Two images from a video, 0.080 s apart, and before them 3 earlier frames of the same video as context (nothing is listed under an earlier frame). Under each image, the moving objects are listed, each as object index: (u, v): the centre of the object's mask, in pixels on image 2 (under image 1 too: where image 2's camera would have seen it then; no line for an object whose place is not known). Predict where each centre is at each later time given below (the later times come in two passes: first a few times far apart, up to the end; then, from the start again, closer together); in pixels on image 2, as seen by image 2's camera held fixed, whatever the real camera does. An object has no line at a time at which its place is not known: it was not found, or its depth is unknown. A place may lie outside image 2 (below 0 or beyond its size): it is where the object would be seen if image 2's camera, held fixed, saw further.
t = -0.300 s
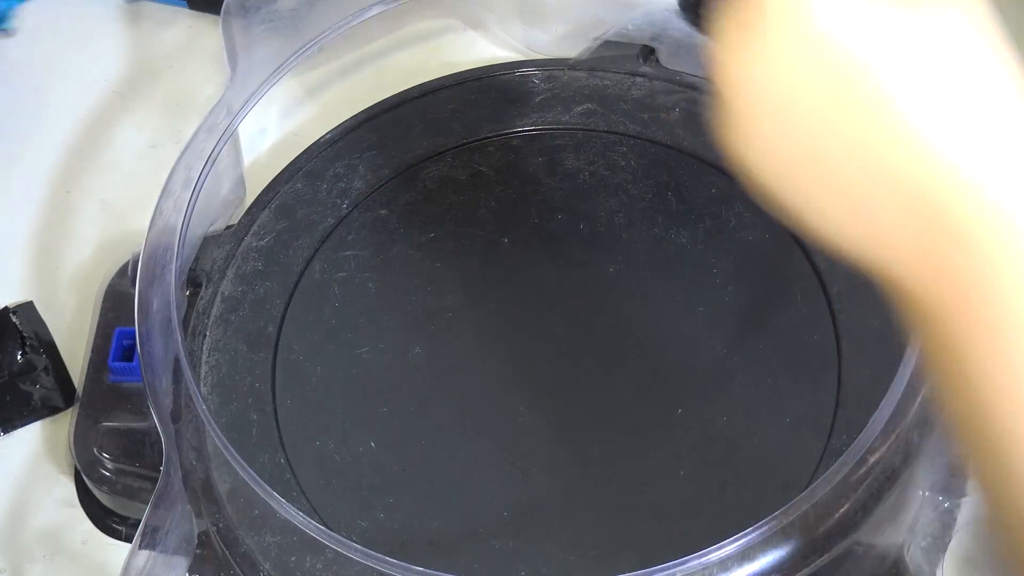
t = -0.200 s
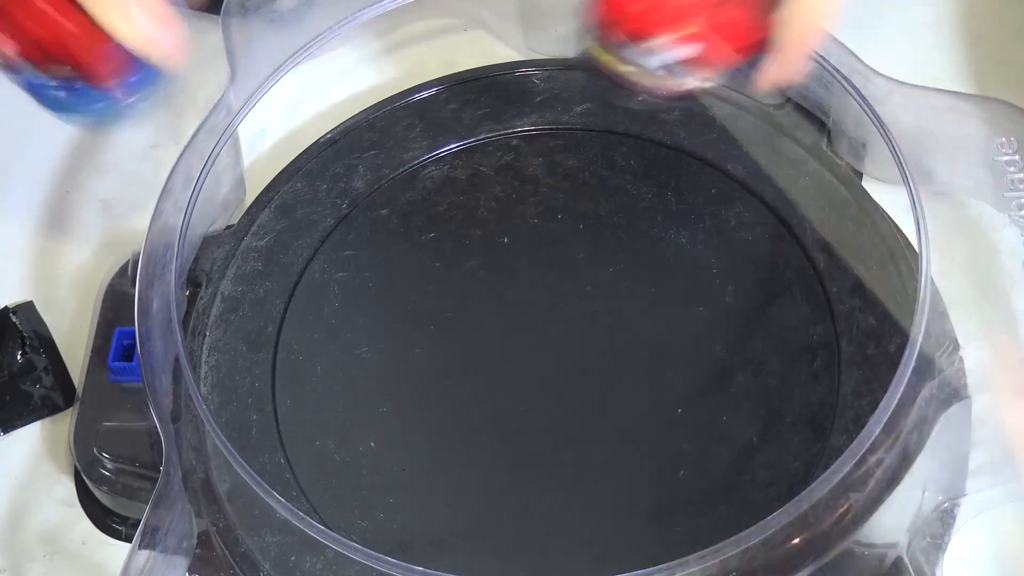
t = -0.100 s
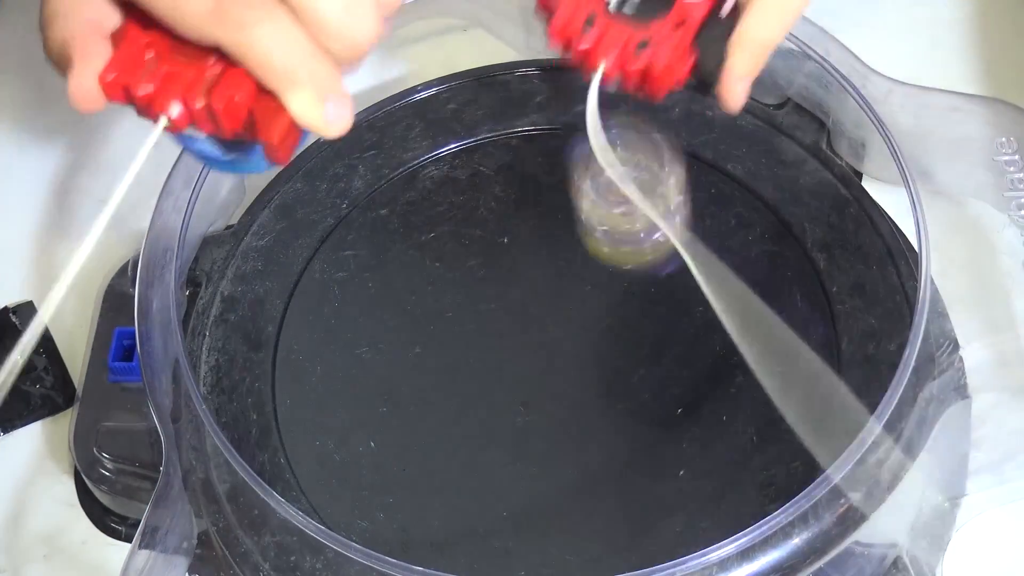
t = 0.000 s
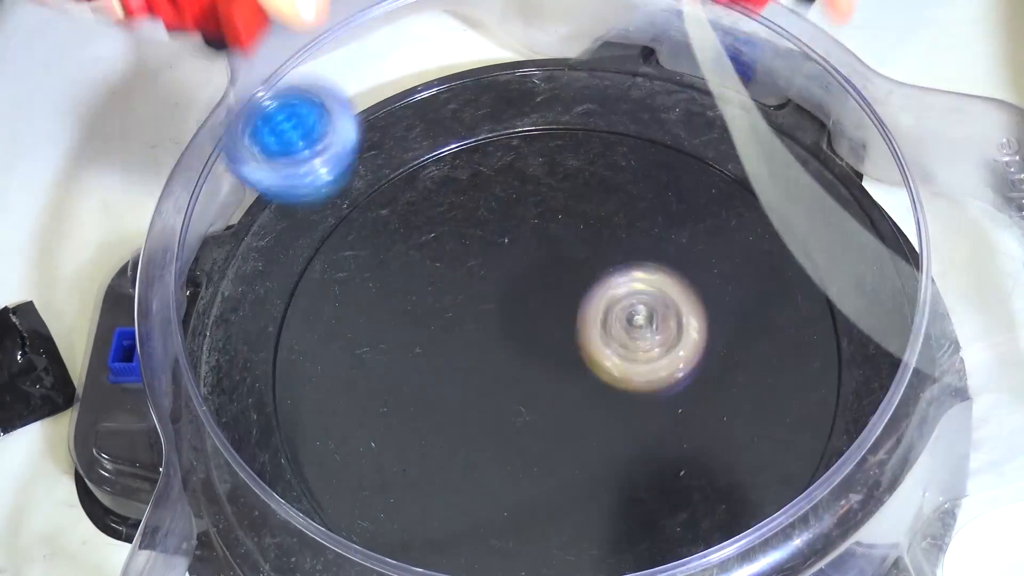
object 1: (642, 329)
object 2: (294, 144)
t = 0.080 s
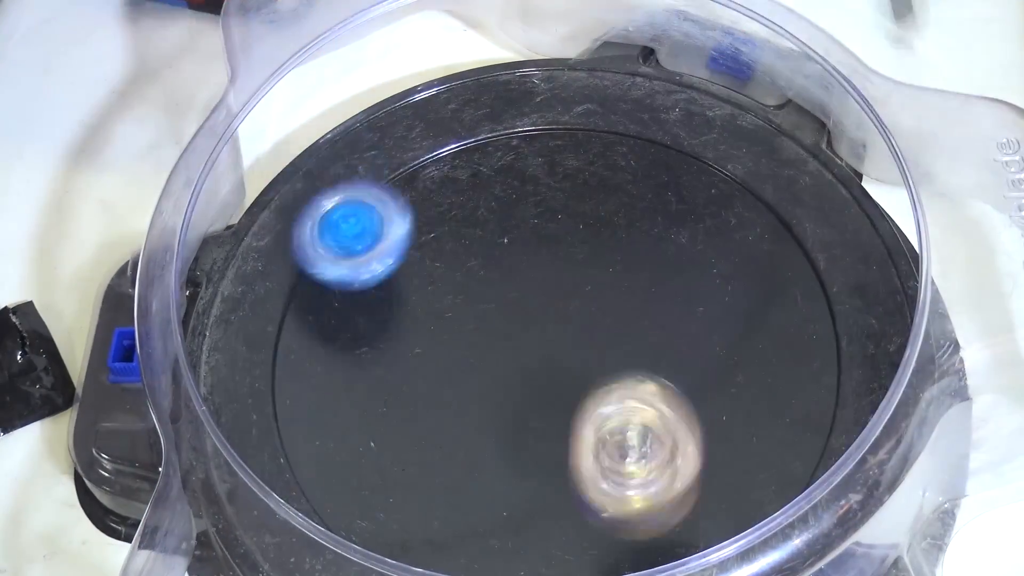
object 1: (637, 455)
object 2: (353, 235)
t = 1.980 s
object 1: (583, 325)
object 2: (347, 405)
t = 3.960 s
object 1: (629, 455)
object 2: (672, 205)
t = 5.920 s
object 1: (466, 262)
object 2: (527, 399)
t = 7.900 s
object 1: (490, 177)
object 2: (608, 474)
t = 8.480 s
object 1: (573, 164)
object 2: (618, 483)
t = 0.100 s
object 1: (634, 494)
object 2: (374, 220)
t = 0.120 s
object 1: (635, 513)
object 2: (398, 206)
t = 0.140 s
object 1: (639, 506)
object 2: (424, 196)
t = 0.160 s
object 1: (643, 501)
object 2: (451, 193)
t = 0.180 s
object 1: (647, 500)
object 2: (480, 195)
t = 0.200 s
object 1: (651, 501)
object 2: (512, 204)
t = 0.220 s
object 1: (653, 506)
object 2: (543, 217)
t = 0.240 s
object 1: (655, 512)
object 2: (573, 236)
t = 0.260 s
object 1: (665, 501)
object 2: (603, 260)
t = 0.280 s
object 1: (677, 479)
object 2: (632, 275)
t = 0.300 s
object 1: (686, 461)
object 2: (658, 274)
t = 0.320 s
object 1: (696, 446)
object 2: (684, 278)
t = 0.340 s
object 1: (704, 437)
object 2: (711, 286)
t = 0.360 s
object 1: (713, 429)
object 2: (735, 298)
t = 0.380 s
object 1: (714, 417)
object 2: (759, 308)
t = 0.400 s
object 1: (714, 417)
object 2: (776, 298)
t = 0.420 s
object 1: (712, 424)
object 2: (793, 290)
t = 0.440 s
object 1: (710, 427)
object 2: (809, 287)
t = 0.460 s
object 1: (705, 429)
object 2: (822, 285)
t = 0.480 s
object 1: (700, 428)
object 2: (826, 274)
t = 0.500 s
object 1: (694, 428)
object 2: (827, 265)
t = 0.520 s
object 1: (686, 424)
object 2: (826, 262)
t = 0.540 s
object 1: (676, 422)
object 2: (824, 264)
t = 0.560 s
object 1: (667, 418)
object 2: (822, 272)
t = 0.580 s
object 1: (656, 414)
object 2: (816, 282)
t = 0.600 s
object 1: (645, 407)
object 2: (800, 282)
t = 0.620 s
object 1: (635, 401)
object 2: (783, 284)
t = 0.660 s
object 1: (613, 389)
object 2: (746, 305)
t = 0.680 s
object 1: (601, 382)
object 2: (725, 320)
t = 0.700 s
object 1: (584, 383)
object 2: (707, 325)
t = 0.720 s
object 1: (552, 394)
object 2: (701, 318)
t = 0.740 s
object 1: (522, 408)
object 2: (696, 314)
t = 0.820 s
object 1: (425, 476)
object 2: (674, 303)
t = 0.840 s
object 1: (409, 496)
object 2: (667, 300)
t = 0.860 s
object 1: (404, 509)
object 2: (659, 298)
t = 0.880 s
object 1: (402, 523)
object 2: (650, 297)
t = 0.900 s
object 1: (420, 531)
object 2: (642, 296)
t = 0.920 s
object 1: (440, 533)
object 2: (632, 297)
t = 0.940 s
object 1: (467, 535)
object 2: (620, 299)
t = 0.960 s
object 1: (492, 539)
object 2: (609, 304)
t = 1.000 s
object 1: (537, 538)
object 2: (582, 312)
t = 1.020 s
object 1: (558, 539)
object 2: (570, 315)
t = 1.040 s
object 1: (578, 535)
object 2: (557, 317)
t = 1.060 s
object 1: (594, 532)
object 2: (545, 316)
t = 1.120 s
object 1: (634, 509)
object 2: (512, 324)
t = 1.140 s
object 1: (646, 493)
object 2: (502, 322)
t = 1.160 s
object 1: (652, 479)
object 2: (494, 325)
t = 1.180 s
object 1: (659, 463)
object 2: (485, 333)
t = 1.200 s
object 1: (661, 447)
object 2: (478, 340)
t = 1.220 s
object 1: (661, 432)
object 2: (474, 336)
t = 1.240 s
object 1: (659, 416)
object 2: (471, 335)
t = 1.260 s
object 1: (651, 402)
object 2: (468, 340)
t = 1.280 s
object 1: (641, 389)
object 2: (467, 349)
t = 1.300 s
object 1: (631, 376)
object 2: (466, 363)
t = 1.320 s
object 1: (614, 363)
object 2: (468, 360)
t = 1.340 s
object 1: (595, 351)
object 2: (472, 350)
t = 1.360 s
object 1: (582, 339)
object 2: (467, 345)
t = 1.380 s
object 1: (578, 323)
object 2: (439, 342)
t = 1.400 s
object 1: (576, 309)
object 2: (408, 345)
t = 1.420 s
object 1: (574, 296)
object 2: (380, 352)
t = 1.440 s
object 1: (569, 284)
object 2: (351, 366)
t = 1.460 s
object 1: (559, 274)
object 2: (326, 381)
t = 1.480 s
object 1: (546, 265)
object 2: (307, 381)
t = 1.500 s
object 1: (534, 261)
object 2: (294, 371)
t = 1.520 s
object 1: (520, 257)
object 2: (282, 364)
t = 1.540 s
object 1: (503, 256)
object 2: (272, 361)
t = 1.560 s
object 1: (487, 255)
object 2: (263, 365)
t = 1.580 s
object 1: (473, 255)
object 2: (258, 372)
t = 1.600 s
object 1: (454, 258)
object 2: (260, 366)
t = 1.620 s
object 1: (435, 262)
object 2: (266, 352)
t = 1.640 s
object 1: (420, 267)
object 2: (273, 340)
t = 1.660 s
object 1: (404, 275)
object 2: (284, 334)
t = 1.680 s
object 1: (392, 283)
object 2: (292, 334)
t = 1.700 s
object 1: (388, 283)
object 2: (289, 342)
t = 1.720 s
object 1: (393, 282)
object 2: (282, 354)
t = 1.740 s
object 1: (402, 284)
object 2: (276, 357)
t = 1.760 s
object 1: (409, 285)
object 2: (273, 357)
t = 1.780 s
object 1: (417, 289)
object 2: (271, 363)
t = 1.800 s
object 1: (426, 294)
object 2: (274, 372)
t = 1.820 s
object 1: (436, 301)
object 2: (283, 376)
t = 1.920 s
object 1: (485, 338)
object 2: (355, 378)
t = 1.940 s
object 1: (499, 348)
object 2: (374, 380)
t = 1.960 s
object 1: (533, 340)
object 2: (364, 391)
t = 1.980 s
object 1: (583, 325)
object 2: (347, 405)
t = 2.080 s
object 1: (760, 210)
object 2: (296, 447)
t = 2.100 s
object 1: (778, 185)
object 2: (281, 458)
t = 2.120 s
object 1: (786, 162)
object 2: (272, 463)
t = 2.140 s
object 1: (790, 147)
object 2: (267, 469)
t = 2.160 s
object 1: (790, 138)
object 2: (263, 479)
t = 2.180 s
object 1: (778, 133)
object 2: (261, 477)
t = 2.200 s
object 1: (767, 123)
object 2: (260, 476)
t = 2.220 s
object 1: (753, 119)
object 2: (262, 482)
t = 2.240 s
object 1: (740, 119)
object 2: (267, 481)
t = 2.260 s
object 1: (730, 105)
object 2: (270, 471)
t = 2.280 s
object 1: (720, 94)
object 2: (277, 465)
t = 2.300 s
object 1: (710, 87)
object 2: (294, 455)
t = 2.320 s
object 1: (698, 86)
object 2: (295, 464)
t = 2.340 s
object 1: (687, 84)
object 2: (304, 450)
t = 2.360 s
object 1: (674, 82)
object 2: (308, 438)
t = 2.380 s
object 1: (661, 85)
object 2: (316, 427)
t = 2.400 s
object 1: (648, 93)
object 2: (327, 421)
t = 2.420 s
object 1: (634, 94)
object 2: (341, 419)
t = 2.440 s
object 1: (620, 97)
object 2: (355, 420)
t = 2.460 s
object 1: (607, 104)
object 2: (368, 405)
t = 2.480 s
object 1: (591, 116)
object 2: (383, 385)
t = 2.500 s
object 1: (573, 131)
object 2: (397, 369)
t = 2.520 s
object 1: (553, 149)
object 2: (413, 357)
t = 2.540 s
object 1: (536, 165)
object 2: (429, 351)
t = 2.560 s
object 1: (522, 183)
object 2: (448, 339)
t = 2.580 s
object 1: (511, 200)
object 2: (466, 328)
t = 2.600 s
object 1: (507, 215)
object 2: (484, 321)
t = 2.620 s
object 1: (507, 198)
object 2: (498, 334)
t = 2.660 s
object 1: (510, 161)
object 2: (528, 370)
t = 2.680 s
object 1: (512, 150)
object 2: (544, 392)
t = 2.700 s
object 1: (514, 145)
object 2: (561, 410)
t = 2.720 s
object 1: (518, 144)
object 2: (580, 431)
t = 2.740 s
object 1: (519, 140)
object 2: (596, 447)
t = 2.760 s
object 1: (521, 137)
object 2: (615, 468)
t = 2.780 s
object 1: (522, 138)
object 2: (630, 487)
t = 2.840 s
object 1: (531, 165)
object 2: (664, 518)
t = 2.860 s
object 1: (535, 171)
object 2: (669, 525)
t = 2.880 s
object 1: (542, 186)
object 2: (673, 531)
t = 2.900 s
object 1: (547, 199)
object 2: (670, 528)
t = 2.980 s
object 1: (567, 245)
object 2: (653, 519)
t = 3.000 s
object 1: (574, 255)
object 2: (646, 515)
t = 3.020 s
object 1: (583, 263)
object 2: (639, 513)
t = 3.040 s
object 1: (592, 269)
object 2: (630, 501)
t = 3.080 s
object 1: (616, 280)
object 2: (609, 475)
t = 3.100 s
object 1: (628, 283)
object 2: (600, 468)
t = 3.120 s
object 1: (642, 285)
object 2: (590, 456)
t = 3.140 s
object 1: (654, 288)
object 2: (582, 443)
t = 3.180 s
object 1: (679, 289)
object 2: (565, 413)
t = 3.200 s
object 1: (693, 289)
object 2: (554, 397)
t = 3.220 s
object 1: (705, 287)
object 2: (545, 387)
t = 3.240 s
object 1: (717, 285)
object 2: (537, 377)
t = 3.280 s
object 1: (736, 278)
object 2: (527, 351)
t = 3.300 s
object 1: (745, 274)
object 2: (523, 343)
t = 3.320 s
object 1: (752, 270)
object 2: (521, 334)
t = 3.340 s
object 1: (756, 265)
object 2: (521, 323)
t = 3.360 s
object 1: (758, 262)
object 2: (522, 315)
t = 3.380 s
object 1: (759, 259)
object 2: (524, 309)
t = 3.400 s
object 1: (756, 257)
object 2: (528, 299)
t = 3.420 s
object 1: (753, 256)
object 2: (534, 291)
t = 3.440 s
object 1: (747, 256)
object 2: (540, 283)
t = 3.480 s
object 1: (732, 256)
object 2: (557, 267)
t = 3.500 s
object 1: (723, 256)
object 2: (567, 261)
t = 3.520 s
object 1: (713, 257)
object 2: (577, 252)
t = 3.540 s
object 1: (703, 260)
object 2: (587, 246)
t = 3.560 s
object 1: (701, 263)
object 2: (588, 241)
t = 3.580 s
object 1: (700, 270)
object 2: (590, 231)
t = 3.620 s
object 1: (693, 282)
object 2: (593, 220)
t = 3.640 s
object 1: (688, 289)
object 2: (597, 213)
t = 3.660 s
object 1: (683, 297)
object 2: (601, 211)
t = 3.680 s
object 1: (677, 306)
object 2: (605, 211)
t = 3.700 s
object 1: (672, 315)
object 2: (610, 204)
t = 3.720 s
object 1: (666, 324)
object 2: (615, 202)
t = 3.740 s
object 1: (660, 334)
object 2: (620, 203)
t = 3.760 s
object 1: (654, 344)
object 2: (626, 196)
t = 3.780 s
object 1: (649, 355)
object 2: (631, 195)
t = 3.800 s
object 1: (643, 365)
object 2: (637, 195)
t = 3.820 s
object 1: (639, 377)
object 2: (643, 191)
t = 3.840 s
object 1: (635, 389)
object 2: (650, 191)
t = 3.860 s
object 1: (634, 400)
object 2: (656, 195)
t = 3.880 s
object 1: (632, 411)
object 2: (661, 194)
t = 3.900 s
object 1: (630, 424)
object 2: (666, 196)
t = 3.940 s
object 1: (629, 446)
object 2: (670, 201)
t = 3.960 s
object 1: (629, 455)
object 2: (672, 205)
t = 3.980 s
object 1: (629, 464)
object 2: (673, 209)
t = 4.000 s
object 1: (630, 470)
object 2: (674, 214)
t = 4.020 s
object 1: (631, 476)
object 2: (674, 219)
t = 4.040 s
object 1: (631, 481)
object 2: (673, 225)
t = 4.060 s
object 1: (632, 486)
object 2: (672, 229)
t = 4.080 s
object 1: (633, 489)
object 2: (668, 234)
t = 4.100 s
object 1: (633, 491)
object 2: (664, 239)
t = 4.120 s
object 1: (633, 491)
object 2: (659, 242)
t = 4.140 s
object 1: (633, 491)
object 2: (651, 246)
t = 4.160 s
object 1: (632, 490)
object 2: (643, 250)
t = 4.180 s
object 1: (631, 488)
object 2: (633, 254)
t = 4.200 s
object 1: (629, 485)
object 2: (622, 257)
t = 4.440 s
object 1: (561, 425)
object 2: (498, 272)
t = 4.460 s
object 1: (553, 419)
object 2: (492, 272)
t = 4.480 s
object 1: (545, 414)
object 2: (488, 272)
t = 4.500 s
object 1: (536, 409)
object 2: (483, 271)
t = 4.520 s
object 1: (527, 405)
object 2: (479, 270)
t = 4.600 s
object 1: (490, 392)
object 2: (467, 263)
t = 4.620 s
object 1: (481, 389)
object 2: (466, 263)
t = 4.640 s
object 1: (472, 388)
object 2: (464, 261)
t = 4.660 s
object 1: (463, 386)
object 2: (463, 261)
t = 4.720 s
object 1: (440, 384)
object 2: (458, 261)
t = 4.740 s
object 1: (433, 384)
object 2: (457, 261)
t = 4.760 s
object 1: (427, 384)
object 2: (455, 262)
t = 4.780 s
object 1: (422, 385)
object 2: (454, 264)
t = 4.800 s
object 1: (418, 385)
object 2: (452, 265)
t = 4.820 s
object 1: (414, 386)
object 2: (451, 267)
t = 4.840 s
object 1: (411, 386)
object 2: (451, 270)
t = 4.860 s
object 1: (409, 387)
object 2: (450, 274)
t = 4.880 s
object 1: (407, 388)
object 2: (450, 277)
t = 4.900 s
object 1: (406, 388)
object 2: (450, 282)
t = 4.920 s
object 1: (405, 389)
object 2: (451, 286)
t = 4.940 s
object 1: (405, 393)
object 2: (453, 289)
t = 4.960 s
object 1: (402, 404)
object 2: (459, 283)
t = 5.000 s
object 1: (400, 429)
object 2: (474, 272)
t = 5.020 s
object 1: (401, 438)
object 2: (482, 267)
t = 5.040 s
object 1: (405, 445)
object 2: (492, 263)
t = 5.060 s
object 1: (411, 449)
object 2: (501, 261)
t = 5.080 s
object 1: (418, 450)
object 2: (512, 259)
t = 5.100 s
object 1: (427, 450)
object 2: (524, 259)
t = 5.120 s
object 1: (437, 448)
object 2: (535, 260)
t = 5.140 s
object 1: (448, 445)
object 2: (547, 262)
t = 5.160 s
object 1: (458, 439)
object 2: (558, 266)
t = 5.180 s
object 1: (469, 432)
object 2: (569, 271)
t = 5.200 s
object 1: (479, 424)
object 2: (578, 276)
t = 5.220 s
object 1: (488, 416)
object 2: (586, 282)
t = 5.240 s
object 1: (497, 406)
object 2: (593, 289)
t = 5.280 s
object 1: (512, 386)
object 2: (604, 306)
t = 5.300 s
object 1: (516, 379)
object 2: (609, 312)
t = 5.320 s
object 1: (514, 373)
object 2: (622, 317)
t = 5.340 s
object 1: (514, 366)
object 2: (634, 321)
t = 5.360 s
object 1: (513, 359)
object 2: (643, 325)
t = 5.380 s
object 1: (513, 351)
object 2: (650, 331)
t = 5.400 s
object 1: (513, 342)
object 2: (656, 337)
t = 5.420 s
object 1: (514, 334)
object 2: (659, 342)
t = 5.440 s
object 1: (515, 325)
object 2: (661, 348)
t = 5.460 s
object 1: (515, 317)
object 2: (662, 354)
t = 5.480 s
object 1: (515, 308)
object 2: (662, 360)
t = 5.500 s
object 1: (515, 299)
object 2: (661, 366)
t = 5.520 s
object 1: (515, 291)
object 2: (660, 372)
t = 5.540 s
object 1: (515, 284)
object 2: (659, 379)
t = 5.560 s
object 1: (514, 279)
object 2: (656, 385)
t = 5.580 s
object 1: (512, 274)
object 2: (652, 391)
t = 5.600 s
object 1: (510, 270)
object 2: (647, 398)
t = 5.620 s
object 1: (507, 265)
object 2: (640, 405)
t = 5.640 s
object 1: (504, 262)
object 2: (633, 412)
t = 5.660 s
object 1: (501, 259)
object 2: (623, 418)
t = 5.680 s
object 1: (498, 258)
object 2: (611, 422)
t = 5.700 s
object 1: (495, 259)
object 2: (598, 424)
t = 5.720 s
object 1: (492, 262)
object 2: (586, 425)
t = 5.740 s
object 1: (491, 265)
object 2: (573, 423)
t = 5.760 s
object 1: (490, 269)
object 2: (560, 418)
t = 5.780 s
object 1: (490, 273)
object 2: (549, 413)
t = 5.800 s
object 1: (489, 278)
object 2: (538, 405)
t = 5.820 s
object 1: (489, 284)
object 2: (529, 396)
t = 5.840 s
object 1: (488, 288)
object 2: (522, 388)
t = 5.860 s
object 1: (483, 282)
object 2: (522, 390)
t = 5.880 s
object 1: (476, 274)
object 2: (524, 395)
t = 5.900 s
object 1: (470, 267)
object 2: (525, 397)
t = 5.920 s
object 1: (466, 262)
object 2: (527, 399)
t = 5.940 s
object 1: (464, 258)
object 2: (528, 401)
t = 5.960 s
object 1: (463, 254)
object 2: (530, 401)
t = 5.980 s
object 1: (464, 250)
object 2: (532, 402)
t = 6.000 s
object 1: (466, 248)
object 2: (533, 401)
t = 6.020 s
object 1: (469, 247)
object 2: (535, 400)
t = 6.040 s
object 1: (473, 246)
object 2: (536, 399)
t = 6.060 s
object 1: (478, 246)
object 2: (538, 397)
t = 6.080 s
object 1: (484, 247)
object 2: (540, 395)
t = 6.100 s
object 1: (491, 250)
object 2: (542, 393)
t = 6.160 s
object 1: (513, 258)
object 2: (547, 387)
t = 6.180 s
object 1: (522, 262)
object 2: (549, 384)
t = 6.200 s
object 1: (530, 268)
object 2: (552, 381)
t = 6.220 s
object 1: (538, 271)
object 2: (559, 383)
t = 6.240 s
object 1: (540, 260)
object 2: (568, 399)
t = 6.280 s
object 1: (540, 235)
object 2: (584, 428)
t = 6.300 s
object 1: (539, 226)
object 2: (591, 441)
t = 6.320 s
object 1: (537, 220)
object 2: (596, 454)
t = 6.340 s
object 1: (534, 216)
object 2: (599, 463)
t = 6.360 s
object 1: (531, 213)
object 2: (601, 470)
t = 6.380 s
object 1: (527, 212)
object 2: (602, 477)
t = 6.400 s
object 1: (523, 211)
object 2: (601, 480)
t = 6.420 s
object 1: (518, 210)
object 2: (600, 483)
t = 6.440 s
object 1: (514, 209)
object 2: (599, 485)
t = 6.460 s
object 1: (510, 209)
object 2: (596, 486)
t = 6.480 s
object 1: (506, 210)
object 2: (592, 486)
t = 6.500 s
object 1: (502, 212)
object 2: (588, 487)
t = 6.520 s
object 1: (499, 214)
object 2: (585, 488)
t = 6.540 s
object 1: (496, 217)
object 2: (580, 488)
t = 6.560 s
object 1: (493, 222)
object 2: (575, 488)
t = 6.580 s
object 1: (492, 227)
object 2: (571, 487)
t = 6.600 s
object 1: (491, 235)
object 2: (566, 484)
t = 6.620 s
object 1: (490, 241)
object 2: (560, 481)
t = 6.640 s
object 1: (490, 248)
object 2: (556, 475)
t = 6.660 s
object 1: (490, 255)
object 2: (553, 467)
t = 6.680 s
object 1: (491, 264)
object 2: (549, 458)
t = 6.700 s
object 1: (493, 272)
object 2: (548, 450)
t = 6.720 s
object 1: (497, 279)
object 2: (548, 439)
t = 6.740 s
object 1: (502, 287)
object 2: (548, 428)
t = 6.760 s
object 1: (507, 294)
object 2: (550, 419)
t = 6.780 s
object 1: (516, 302)
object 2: (553, 407)
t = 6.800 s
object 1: (523, 298)
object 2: (559, 409)
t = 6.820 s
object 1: (531, 288)
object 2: (566, 416)
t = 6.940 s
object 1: (564, 258)
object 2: (594, 447)
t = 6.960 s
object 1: (567, 257)
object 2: (596, 451)
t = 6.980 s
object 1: (569, 256)
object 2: (597, 454)
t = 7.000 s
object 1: (570, 257)
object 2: (598, 457)
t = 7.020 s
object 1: (572, 257)
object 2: (597, 458)
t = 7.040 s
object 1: (572, 259)
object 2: (596, 460)
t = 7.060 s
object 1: (572, 261)
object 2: (594, 460)
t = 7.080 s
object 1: (573, 264)
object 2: (590, 458)
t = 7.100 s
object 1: (572, 265)
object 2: (587, 457)
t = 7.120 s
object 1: (571, 269)
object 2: (584, 454)
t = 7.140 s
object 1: (569, 272)
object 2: (579, 449)
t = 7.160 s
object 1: (569, 276)
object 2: (576, 445)
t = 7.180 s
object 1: (567, 281)
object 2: (574, 437)
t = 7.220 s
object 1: (566, 294)
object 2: (570, 421)
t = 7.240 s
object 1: (565, 299)
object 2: (569, 412)
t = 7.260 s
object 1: (564, 288)
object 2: (572, 421)
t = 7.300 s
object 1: (556, 254)
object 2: (579, 448)
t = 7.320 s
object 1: (554, 238)
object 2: (580, 458)
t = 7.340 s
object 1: (551, 227)
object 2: (580, 467)
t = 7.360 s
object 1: (547, 219)
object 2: (577, 477)
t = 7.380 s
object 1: (542, 214)
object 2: (576, 483)
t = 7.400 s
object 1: (536, 211)
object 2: (573, 487)
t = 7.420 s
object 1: (530, 209)
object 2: (568, 491)
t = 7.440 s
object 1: (523, 210)
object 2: (563, 493)
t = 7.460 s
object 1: (518, 211)
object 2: (556, 494)
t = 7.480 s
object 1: (513, 212)
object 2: (551, 493)
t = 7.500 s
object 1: (509, 216)
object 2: (546, 490)
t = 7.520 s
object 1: (506, 221)
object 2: (541, 487)
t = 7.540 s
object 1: (504, 224)
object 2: (537, 481)
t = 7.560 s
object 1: (502, 231)
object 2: (531, 475)
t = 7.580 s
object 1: (503, 238)
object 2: (529, 469)
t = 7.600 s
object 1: (503, 243)
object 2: (526, 460)
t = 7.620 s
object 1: (503, 251)
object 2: (525, 451)
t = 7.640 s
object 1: (505, 259)
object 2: (524, 440)
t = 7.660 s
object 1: (506, 265)
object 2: (525, 429)
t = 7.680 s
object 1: (507, 273)
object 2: (527, 417)
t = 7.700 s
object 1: (510, 281)
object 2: (530, 405)
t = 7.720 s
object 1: (511, 285)
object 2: (536, 394)
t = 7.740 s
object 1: (512, 272)
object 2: (548, 404)
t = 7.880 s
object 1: (493, 182)
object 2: (605, 471)
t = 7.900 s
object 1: (490, 177)
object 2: (608, 474)
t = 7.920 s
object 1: (486, 171)
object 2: (612, 477)
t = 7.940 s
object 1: (483, 167)
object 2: (613, 479)
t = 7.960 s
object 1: (481, 166)
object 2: (616, 480)
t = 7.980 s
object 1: (479, 165)
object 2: (616, 481)
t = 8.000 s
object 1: (479, 168)
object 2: (618, 482)
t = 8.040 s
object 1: (478, 175)
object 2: (618, 481)
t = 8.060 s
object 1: (480, 181)
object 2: (619, 481)
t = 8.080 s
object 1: (481, 185)
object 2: (618, 480)
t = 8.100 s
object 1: (482, 194)
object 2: (618, 479)
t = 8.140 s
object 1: (485, 210)
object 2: (616, 472)
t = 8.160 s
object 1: (488, 220)
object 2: (614, 466)
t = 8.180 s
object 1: (491, 226)
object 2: (613, 460)
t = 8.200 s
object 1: (495, 234)
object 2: (609, 454)
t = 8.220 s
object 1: (502, 241)
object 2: (608, 446)
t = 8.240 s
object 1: (507, 248)
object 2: (604, 437)
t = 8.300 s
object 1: (534, 268)
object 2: (599, 409)
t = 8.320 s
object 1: (545, 275)
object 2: (597, 398)
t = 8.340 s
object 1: (553, 282)
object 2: (596, 388)
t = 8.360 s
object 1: (563, 276)
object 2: (601, 391)
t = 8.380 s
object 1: (566, 254)
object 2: (607, 413)
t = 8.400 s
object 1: (568, 230)
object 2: (611, 429)
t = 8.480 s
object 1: (573, 164)
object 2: (618, 483)
